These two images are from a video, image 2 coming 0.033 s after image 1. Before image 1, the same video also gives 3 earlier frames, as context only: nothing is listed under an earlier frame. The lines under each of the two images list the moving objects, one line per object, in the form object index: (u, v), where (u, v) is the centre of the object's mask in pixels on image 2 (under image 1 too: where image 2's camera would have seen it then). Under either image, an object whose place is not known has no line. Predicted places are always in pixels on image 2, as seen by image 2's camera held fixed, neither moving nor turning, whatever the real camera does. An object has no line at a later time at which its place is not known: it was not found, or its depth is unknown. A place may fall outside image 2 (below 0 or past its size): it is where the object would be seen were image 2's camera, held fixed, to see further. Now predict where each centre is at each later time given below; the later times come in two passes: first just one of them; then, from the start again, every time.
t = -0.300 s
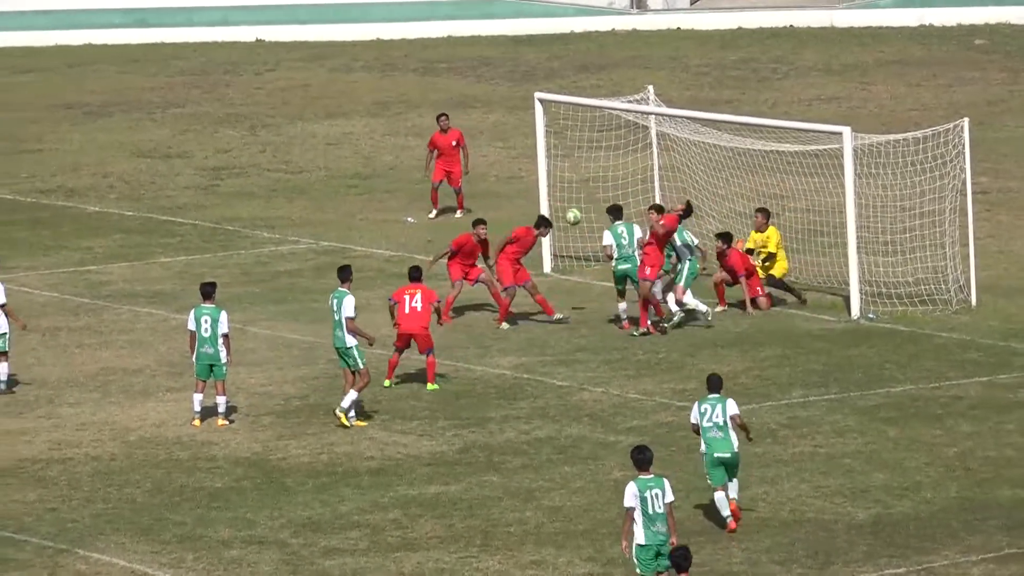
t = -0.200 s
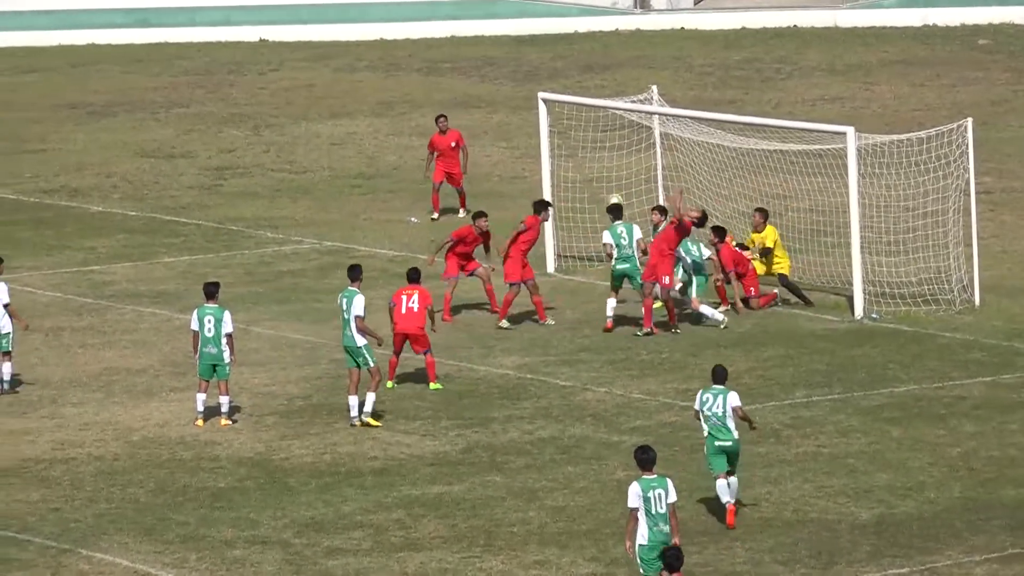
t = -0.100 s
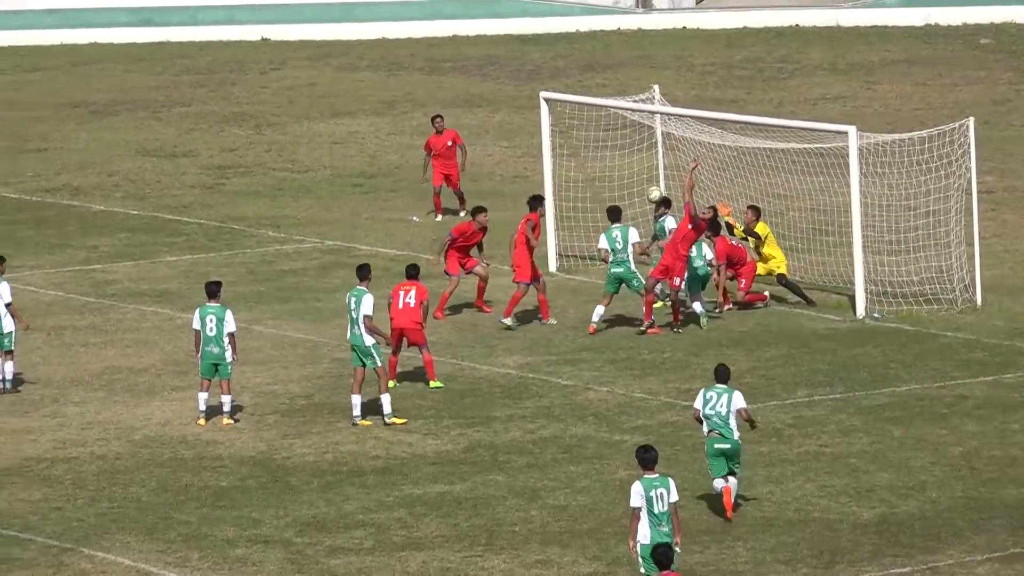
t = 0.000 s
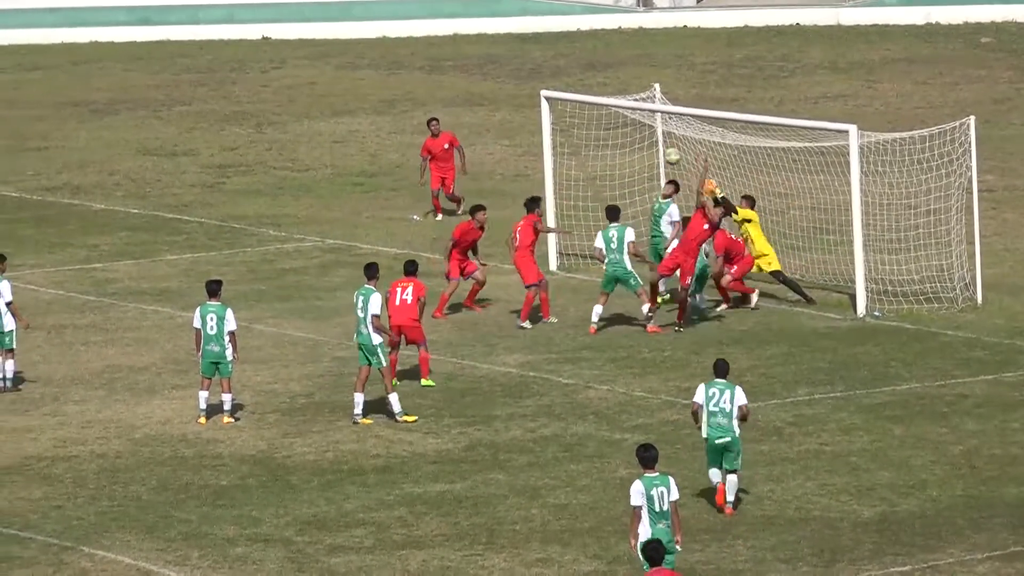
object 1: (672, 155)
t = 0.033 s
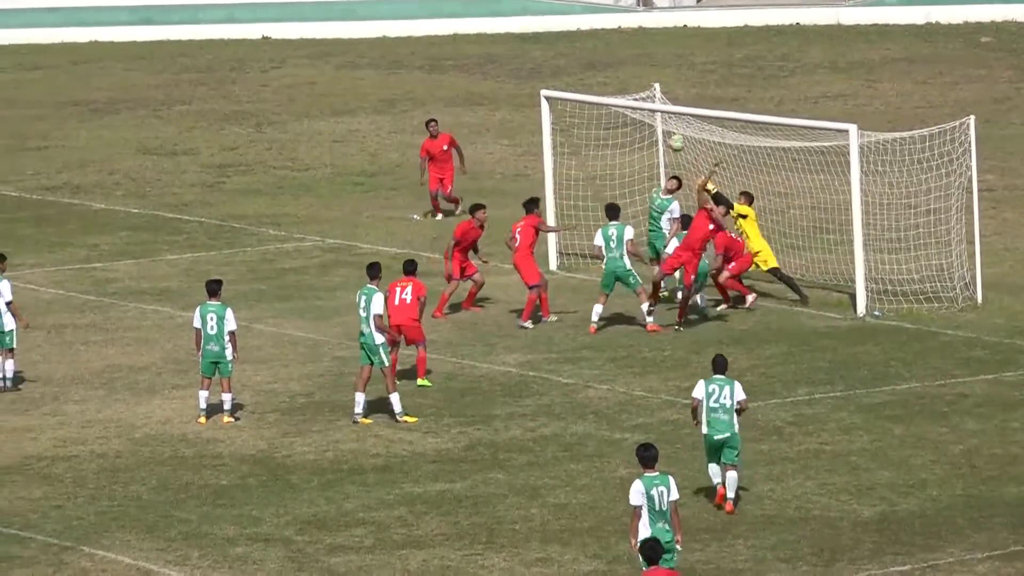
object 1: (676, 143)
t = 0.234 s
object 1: (705, 83)
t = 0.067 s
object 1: (682, 129)
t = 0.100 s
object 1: (686, 120)
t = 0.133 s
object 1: (691, 109)
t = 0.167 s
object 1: (695, 99)
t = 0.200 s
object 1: (700, 91)
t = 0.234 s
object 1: (705, 83)
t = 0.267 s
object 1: (710, 77)
